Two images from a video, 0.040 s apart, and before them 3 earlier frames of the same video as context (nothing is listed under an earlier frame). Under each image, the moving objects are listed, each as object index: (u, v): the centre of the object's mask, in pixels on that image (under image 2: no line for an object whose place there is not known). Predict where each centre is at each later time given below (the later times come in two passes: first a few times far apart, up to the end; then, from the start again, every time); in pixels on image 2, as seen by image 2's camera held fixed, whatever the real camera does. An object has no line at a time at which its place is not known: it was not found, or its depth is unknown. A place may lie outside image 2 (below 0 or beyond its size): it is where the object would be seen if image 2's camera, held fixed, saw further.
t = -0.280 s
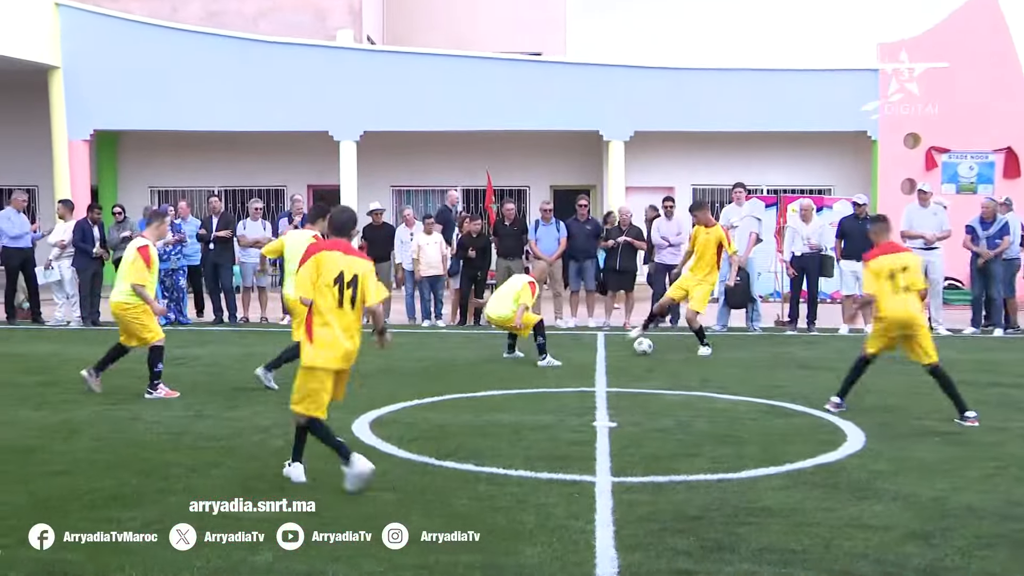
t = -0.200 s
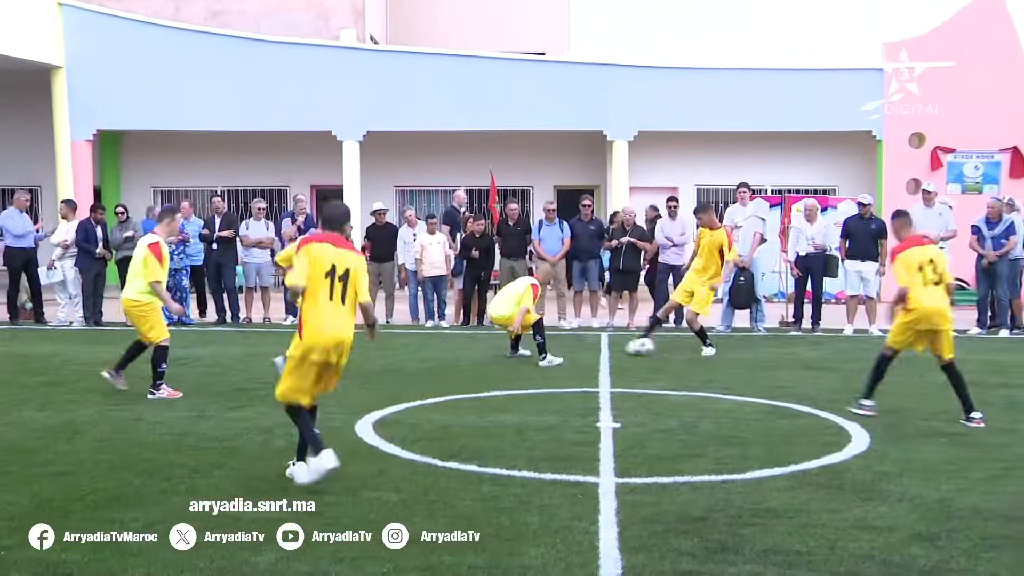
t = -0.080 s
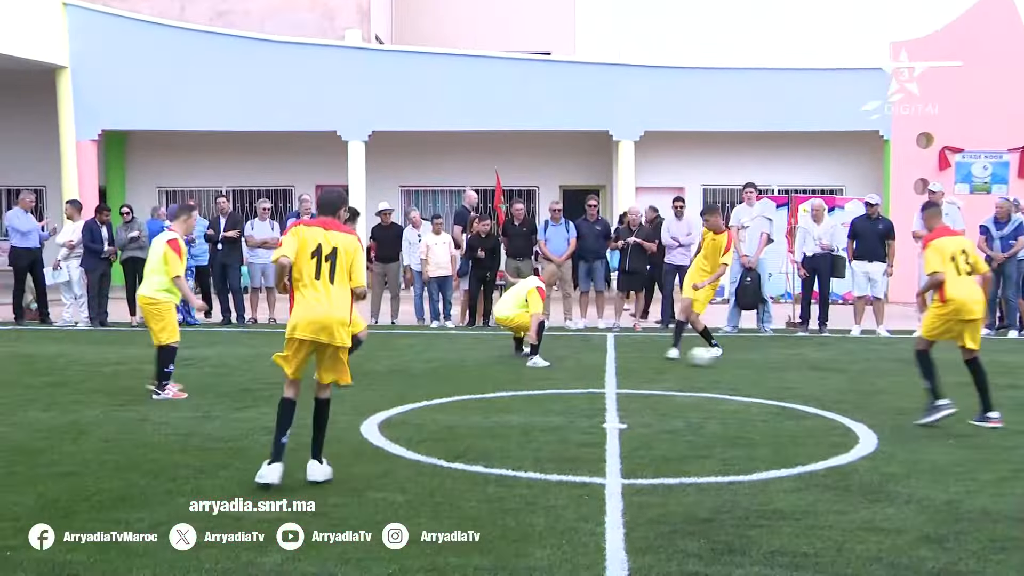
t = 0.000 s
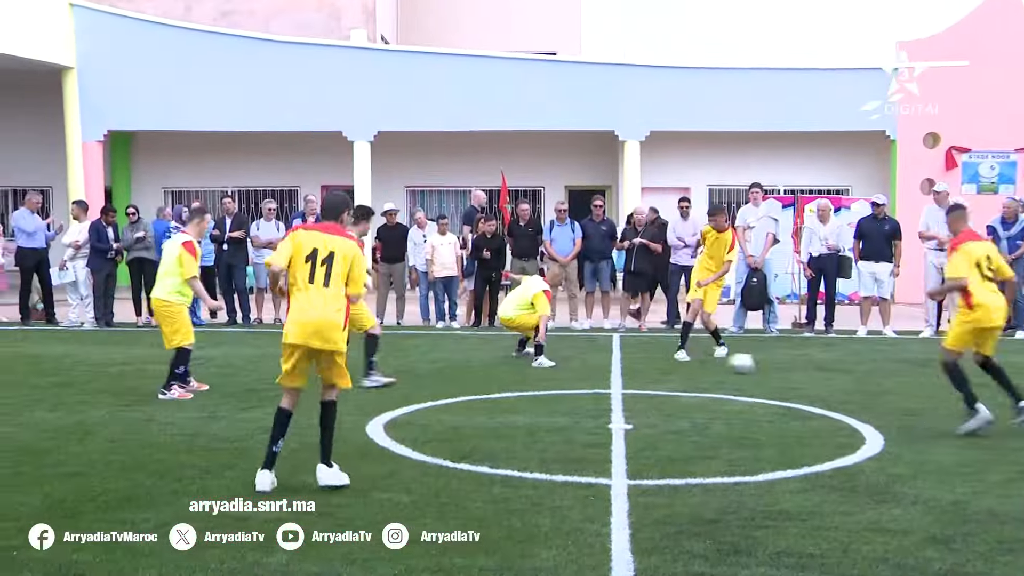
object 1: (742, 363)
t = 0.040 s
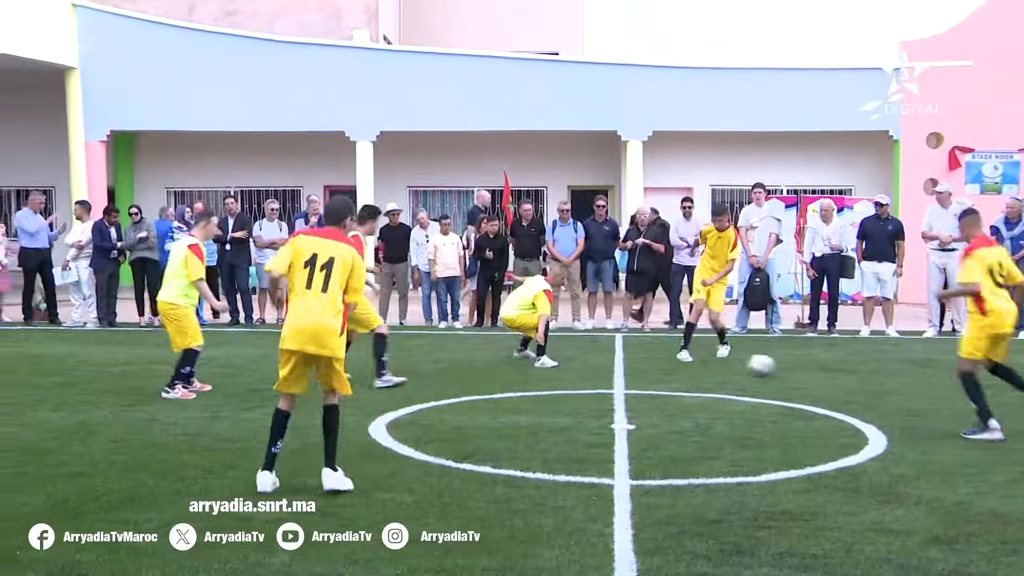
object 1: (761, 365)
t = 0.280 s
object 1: (863, 386)
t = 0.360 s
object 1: (895, 389)
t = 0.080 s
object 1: (778, 367)
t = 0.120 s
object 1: (796, 372)
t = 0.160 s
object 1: (814, 375)
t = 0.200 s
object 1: (831, 379)
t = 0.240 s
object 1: (846, 382)
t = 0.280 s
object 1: (863, 386)
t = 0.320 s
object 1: (880, 388)
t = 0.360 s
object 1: (895, 389)
